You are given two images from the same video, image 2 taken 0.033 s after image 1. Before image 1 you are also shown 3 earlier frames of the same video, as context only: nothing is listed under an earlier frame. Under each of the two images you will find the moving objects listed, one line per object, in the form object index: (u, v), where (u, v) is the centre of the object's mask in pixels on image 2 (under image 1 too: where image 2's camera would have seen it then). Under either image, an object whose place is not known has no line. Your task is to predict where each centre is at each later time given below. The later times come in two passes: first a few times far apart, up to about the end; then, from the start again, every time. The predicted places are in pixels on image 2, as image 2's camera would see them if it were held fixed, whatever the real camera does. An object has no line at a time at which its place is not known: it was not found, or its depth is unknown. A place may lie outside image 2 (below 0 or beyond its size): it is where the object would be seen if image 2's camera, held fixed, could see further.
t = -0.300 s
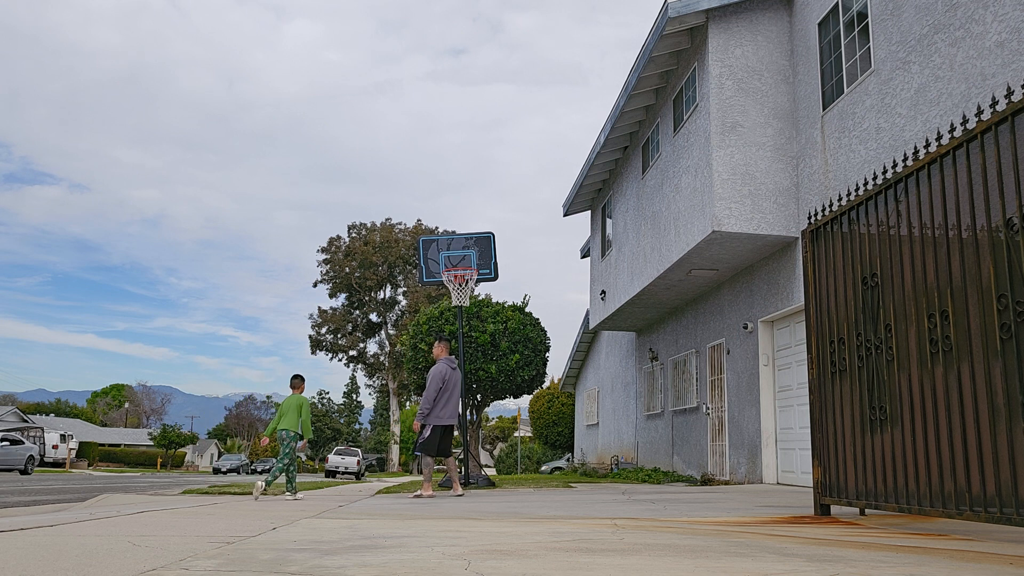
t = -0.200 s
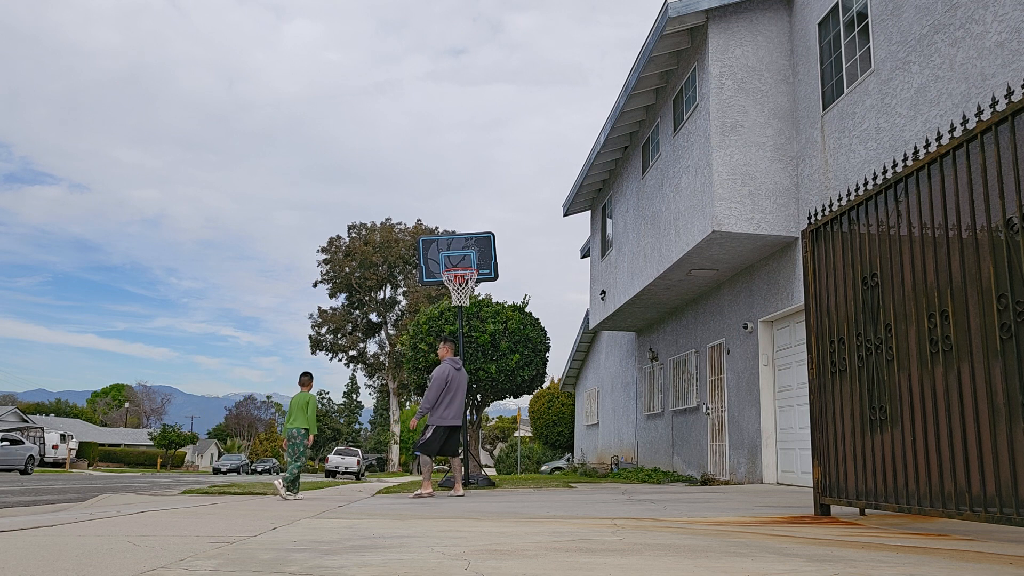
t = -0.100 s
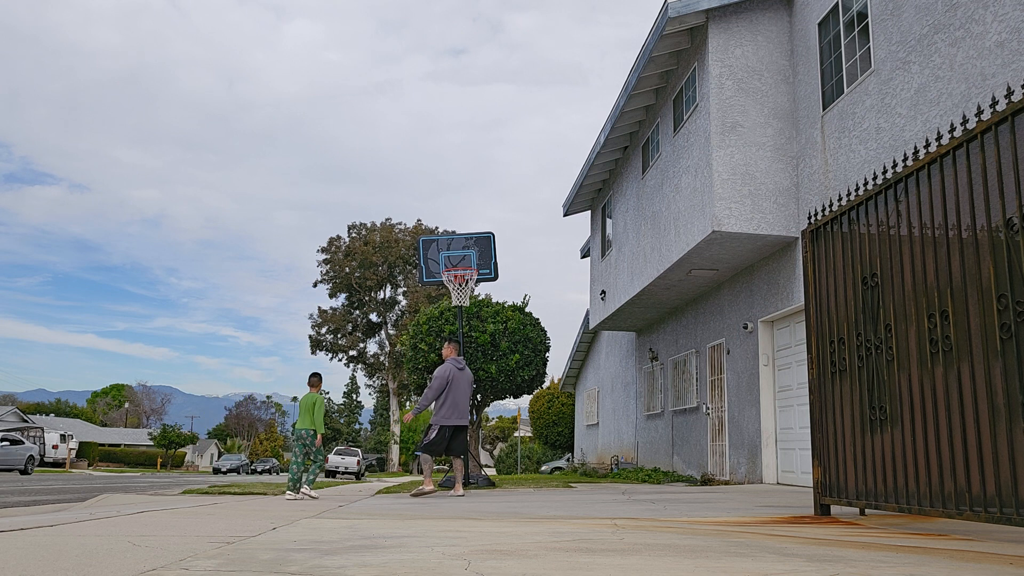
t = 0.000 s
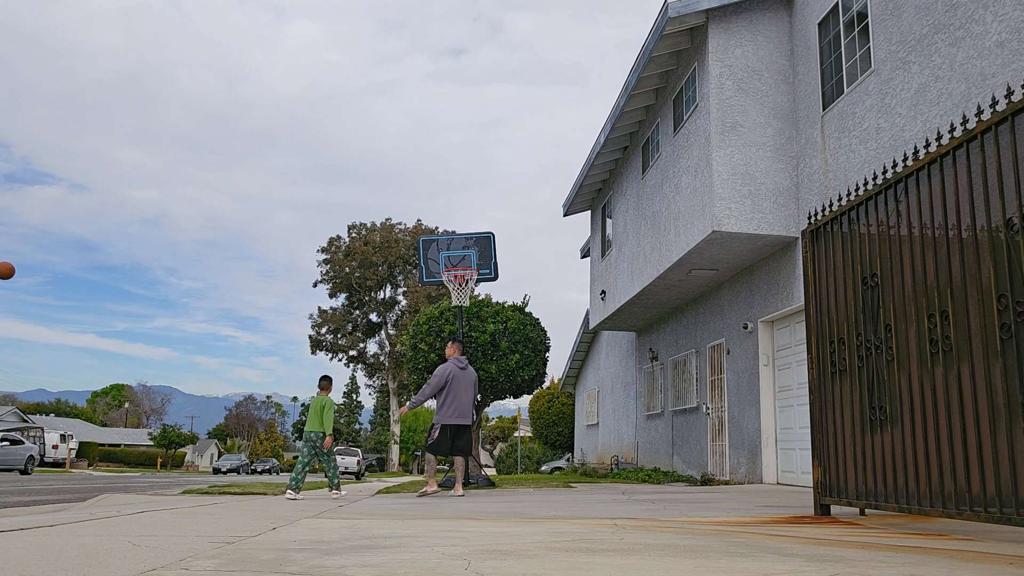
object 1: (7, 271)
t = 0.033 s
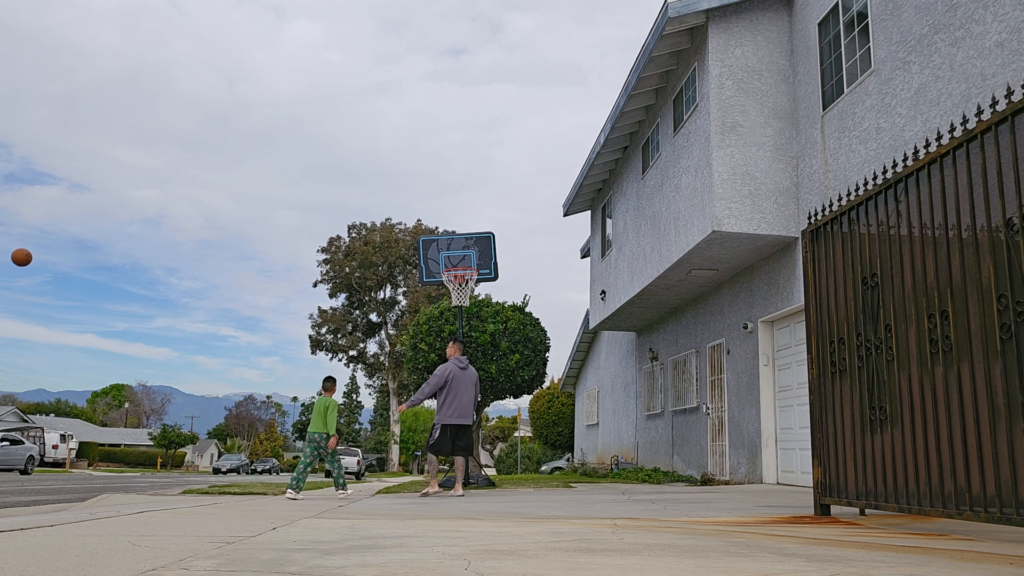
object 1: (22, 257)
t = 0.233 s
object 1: (118, 197)
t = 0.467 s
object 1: (220, 166)
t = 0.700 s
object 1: (313, 173)
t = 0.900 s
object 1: (390, 209)
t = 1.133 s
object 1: (469, 266)
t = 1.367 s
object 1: (456, 258)
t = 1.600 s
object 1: (438, 263)
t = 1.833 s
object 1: (420, 290)
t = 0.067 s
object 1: (38, 245)
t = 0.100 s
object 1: (55, 233)
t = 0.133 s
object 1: (71, 223)
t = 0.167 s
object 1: (87, 213)
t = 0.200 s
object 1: (103, 205)
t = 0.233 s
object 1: (118, 197)
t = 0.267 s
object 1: (133, 190)
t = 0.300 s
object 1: (148, 184)
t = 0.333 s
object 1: (163, 178)
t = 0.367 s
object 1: (177, 174)
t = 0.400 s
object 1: (192, 170)
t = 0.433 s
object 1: (206, 168)
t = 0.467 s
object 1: (220, 166)
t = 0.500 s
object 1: (233, 164)
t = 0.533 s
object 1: (247, 164)
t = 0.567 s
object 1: (261, 164)
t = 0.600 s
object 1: (274, 165)
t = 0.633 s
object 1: (287, 167)
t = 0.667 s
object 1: (301, 170)
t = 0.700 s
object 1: (313, 173)
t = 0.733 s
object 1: (326, 177)
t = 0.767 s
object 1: (339, 182)
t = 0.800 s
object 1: (352, 188)
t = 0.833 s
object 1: (365, 194)
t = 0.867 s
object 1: (377, 201)
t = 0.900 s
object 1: (390, 209)
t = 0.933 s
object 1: (402, 218)
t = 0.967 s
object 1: (415, 227)
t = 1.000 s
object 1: (427, 237)
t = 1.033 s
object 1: (439, 248)
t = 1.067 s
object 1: (452, 260)
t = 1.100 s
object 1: (461, 263)
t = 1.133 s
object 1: (469, 266)
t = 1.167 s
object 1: (470, 267)
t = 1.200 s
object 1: (469, 263)
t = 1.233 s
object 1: (466, 262)
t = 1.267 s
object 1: (465, 262)
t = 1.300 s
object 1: (461, 260)
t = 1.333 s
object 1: (458, 259)
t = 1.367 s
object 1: (456, 258)
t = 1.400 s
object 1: (453, 258)
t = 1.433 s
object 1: (450, 258)
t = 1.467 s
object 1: (447, 259)
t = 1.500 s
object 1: (443, 261)
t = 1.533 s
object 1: (442, 261)
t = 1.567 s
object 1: (439, 261)
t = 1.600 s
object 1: (438, 263)
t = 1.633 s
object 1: (435, 264)
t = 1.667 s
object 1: (432, 266)
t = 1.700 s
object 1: (430, 269)
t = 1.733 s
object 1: (427, 273)
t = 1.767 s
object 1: (425, 277)
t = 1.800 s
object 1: (422, 283)
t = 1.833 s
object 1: (420, 290)
